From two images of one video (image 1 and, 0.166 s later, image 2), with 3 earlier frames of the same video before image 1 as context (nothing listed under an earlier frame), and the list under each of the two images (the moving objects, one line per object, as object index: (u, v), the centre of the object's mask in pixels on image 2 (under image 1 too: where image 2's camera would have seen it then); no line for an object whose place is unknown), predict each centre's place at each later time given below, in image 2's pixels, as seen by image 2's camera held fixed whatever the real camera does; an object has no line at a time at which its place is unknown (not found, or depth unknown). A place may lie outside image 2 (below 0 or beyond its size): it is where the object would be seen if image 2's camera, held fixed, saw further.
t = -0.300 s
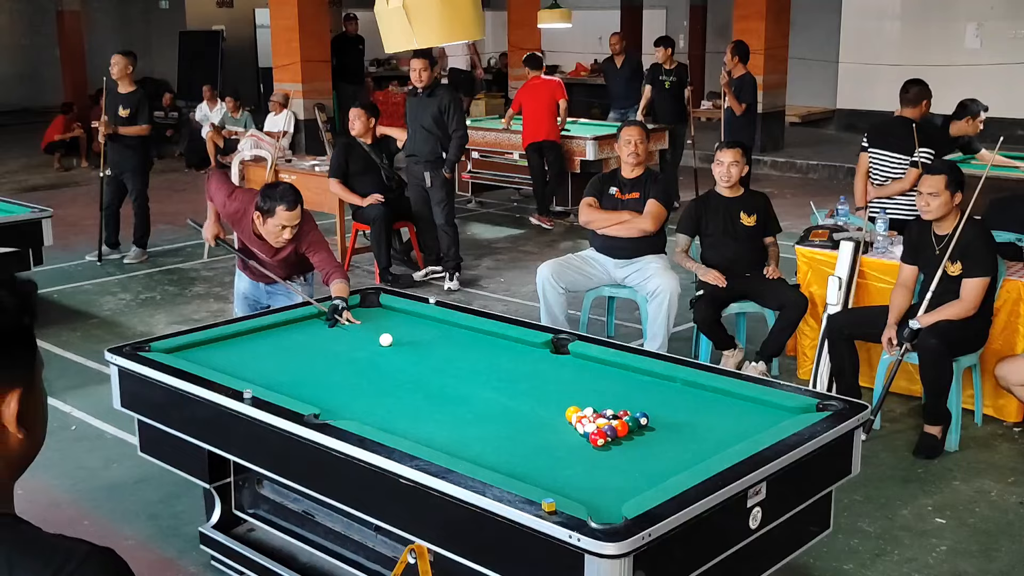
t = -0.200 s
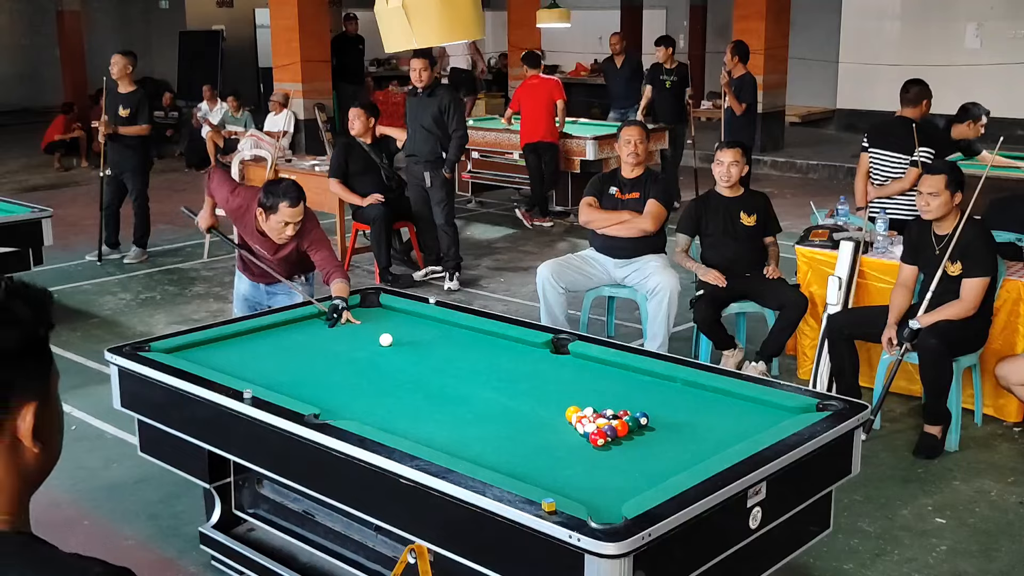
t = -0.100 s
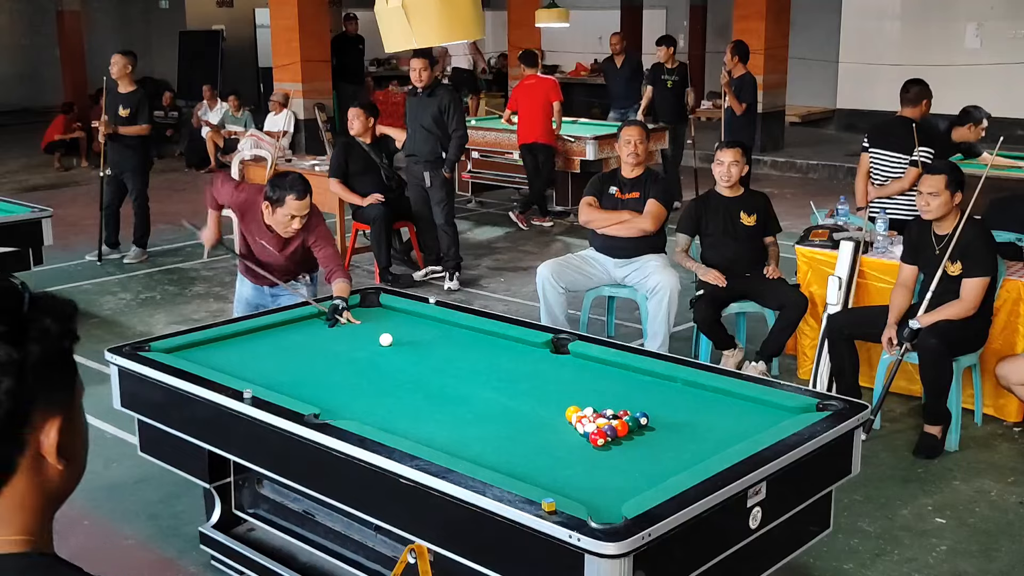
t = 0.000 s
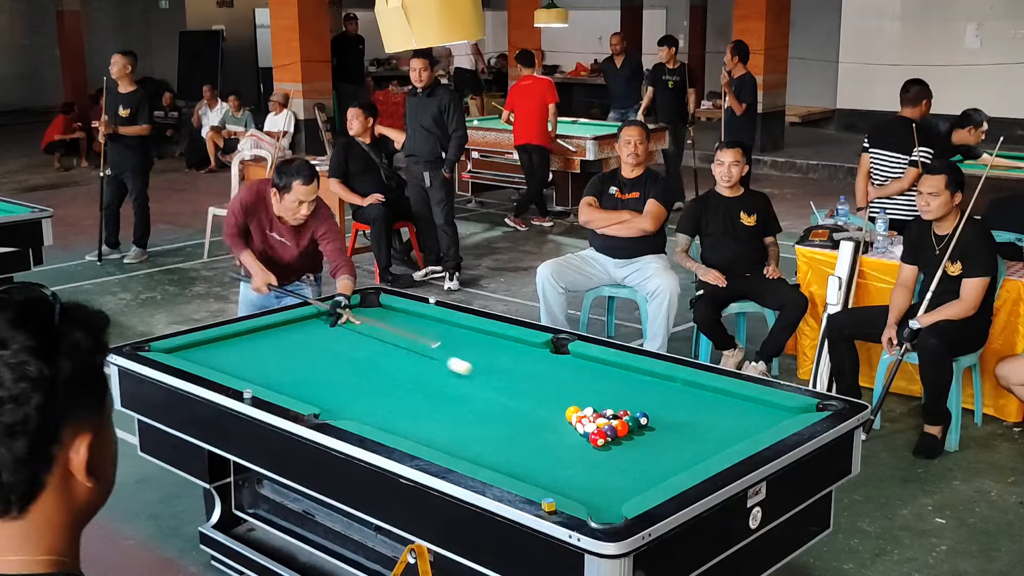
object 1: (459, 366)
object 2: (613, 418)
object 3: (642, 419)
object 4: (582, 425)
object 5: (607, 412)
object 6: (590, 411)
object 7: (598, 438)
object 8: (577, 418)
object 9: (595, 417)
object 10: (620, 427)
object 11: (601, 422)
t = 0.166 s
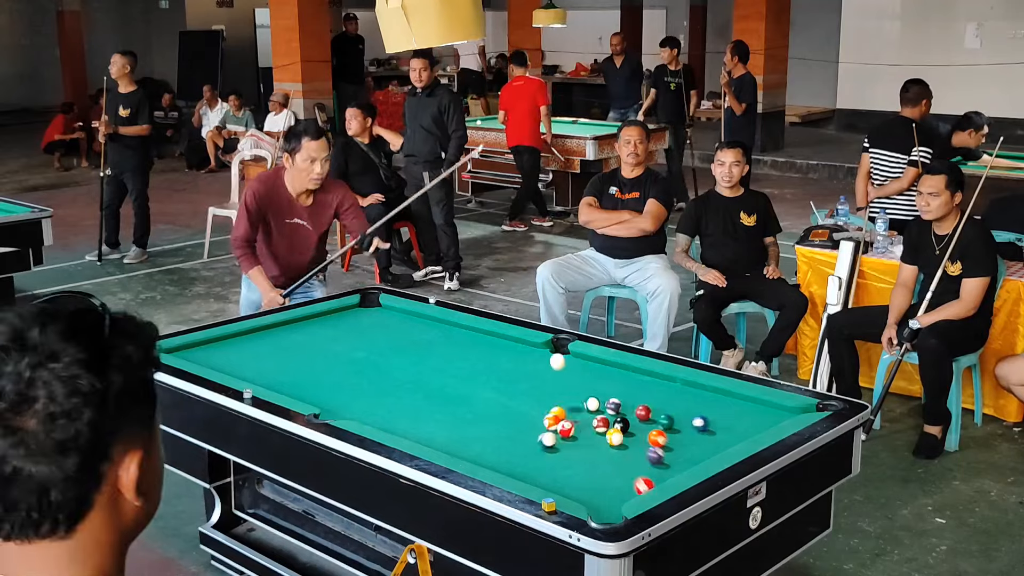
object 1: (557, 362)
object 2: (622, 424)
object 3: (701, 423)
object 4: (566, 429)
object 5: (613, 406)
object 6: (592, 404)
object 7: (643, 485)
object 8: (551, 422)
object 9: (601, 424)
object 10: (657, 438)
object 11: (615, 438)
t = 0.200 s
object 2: (624, 425)
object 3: (718, 424)
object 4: (561, 430)
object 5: (614, 404)
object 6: (592, 401)
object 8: (544, 423)
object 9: (602, 424)
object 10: (667, 441)
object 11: (618, 440)
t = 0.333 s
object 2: (633, 428)
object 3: (766, 423)
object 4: (540, 434)
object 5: (620, 393)
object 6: (593, 390)
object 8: (513, 424)
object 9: (607, 428)
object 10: (709, 452)
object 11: (632, 451)
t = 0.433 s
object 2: (639, 431)
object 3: (753, 414)
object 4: (525, 436)
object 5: (624, 386)
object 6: (594, 382)
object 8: (491, 425)
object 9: (611, 430)
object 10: (699, 450)
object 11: (644, 456)
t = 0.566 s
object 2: (648, 433)
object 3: (734, 400)
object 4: (505, 439)
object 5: (629, 377)
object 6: (594, 371)
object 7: (455, 432)
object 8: (464, 422)
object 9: (615, 433)
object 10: (676, 443)
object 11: (660, 458)
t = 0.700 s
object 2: (645, 432)
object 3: (722, 394)
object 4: (486, 443)
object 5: (632, 370)
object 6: (595, 362)
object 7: (418, 430)
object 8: (446, 407)
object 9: (620, 435)
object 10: (665, 440)
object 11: (676, 461)
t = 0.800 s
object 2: (638, 429)
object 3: (717, 396)
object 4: (472, 445)
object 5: (618, 371)
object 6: (585, 361)
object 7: (392, 425)
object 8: (433, 398)
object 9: (623, 437)
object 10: (664, 441)
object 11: (687, 462)
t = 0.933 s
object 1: (578, 357)
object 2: (630, 425)
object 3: (709, 397)
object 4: (454, 448)
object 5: (602, 372)
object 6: (566, 362)
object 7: (358, 417)
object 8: (417, 385)
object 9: (627, 440)
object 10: (664, 442)
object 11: (693, 461)
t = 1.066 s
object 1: (596, 364)
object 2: (622, 423)
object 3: (702, 399)
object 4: (441, 447)
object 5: (585, 373)
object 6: (548, 362)
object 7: (330, 412)
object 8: (402, 374)
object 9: (630, 442)
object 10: (663, 442)
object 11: (688, 460)
